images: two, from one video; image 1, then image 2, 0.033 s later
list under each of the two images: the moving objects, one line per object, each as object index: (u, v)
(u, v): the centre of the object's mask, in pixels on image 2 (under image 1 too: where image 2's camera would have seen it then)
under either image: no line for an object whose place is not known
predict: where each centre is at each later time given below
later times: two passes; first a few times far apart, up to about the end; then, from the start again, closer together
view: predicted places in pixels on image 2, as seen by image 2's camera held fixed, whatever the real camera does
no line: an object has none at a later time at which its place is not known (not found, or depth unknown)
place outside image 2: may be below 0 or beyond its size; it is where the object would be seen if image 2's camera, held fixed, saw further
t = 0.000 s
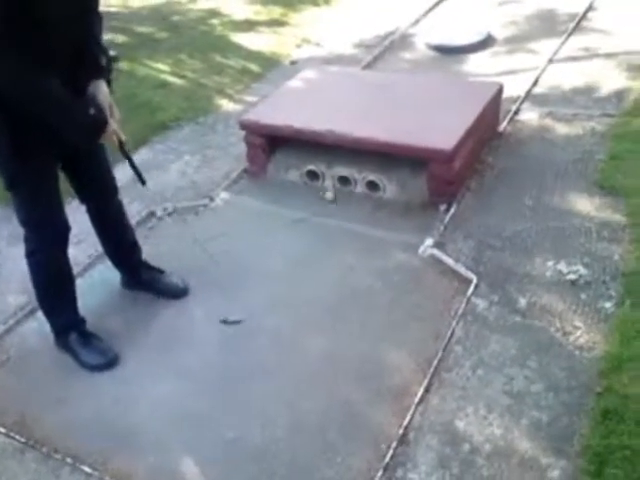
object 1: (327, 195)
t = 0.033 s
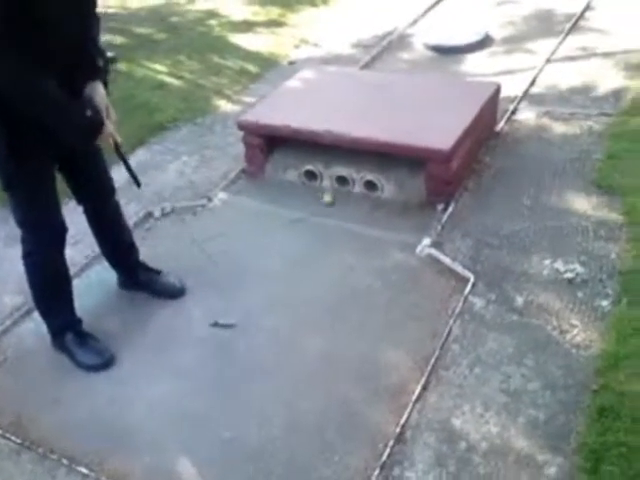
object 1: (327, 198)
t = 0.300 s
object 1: (333, 226)
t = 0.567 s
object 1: (334, 255)
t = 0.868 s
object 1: (335, 280)
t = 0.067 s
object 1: (329, 203)
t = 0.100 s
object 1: (331, 206)
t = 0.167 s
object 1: (331, 214)
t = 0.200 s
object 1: (331, 216)
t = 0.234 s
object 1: (332, 220)
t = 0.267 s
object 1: (332, 224)
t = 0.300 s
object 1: (333, 226)
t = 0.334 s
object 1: (335, 229)
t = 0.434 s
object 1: (334, 241)
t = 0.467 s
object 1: (335, 243)
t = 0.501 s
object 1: (334, 248)
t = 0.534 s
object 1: (334, 251)
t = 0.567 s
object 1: (334, 255)
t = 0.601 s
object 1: (334, 258)
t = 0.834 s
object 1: (335, 278)
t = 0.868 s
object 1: (335, 280)
